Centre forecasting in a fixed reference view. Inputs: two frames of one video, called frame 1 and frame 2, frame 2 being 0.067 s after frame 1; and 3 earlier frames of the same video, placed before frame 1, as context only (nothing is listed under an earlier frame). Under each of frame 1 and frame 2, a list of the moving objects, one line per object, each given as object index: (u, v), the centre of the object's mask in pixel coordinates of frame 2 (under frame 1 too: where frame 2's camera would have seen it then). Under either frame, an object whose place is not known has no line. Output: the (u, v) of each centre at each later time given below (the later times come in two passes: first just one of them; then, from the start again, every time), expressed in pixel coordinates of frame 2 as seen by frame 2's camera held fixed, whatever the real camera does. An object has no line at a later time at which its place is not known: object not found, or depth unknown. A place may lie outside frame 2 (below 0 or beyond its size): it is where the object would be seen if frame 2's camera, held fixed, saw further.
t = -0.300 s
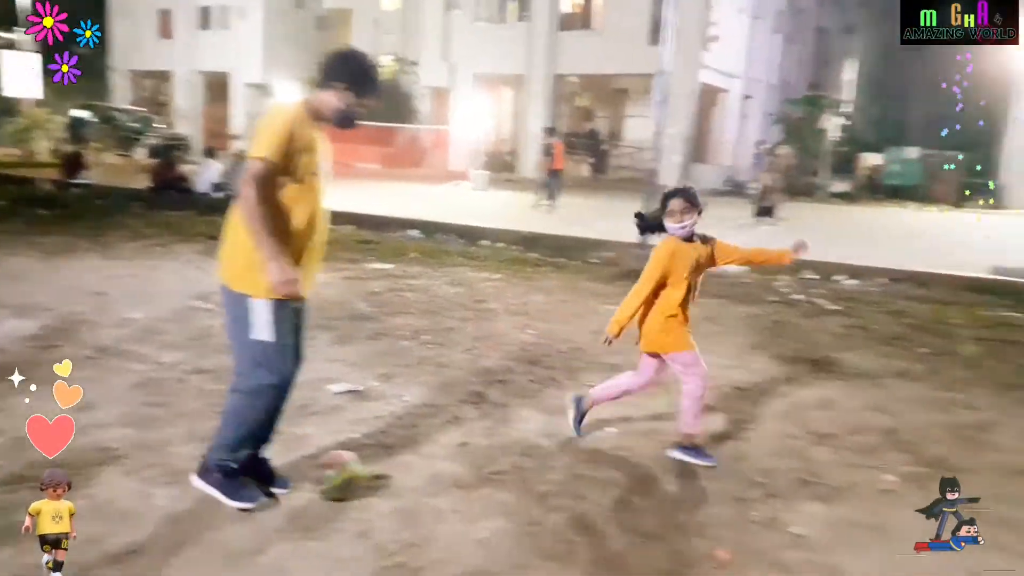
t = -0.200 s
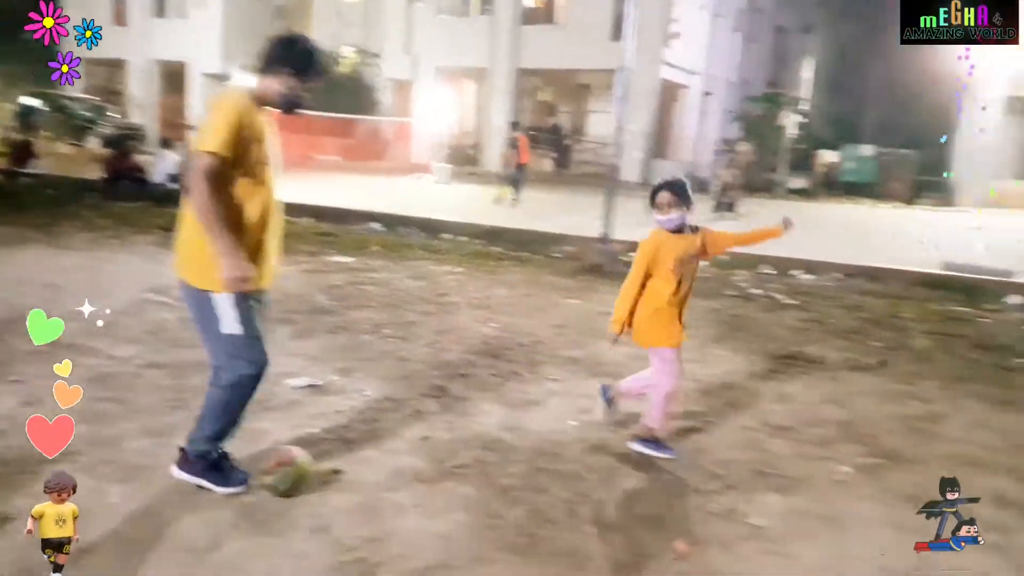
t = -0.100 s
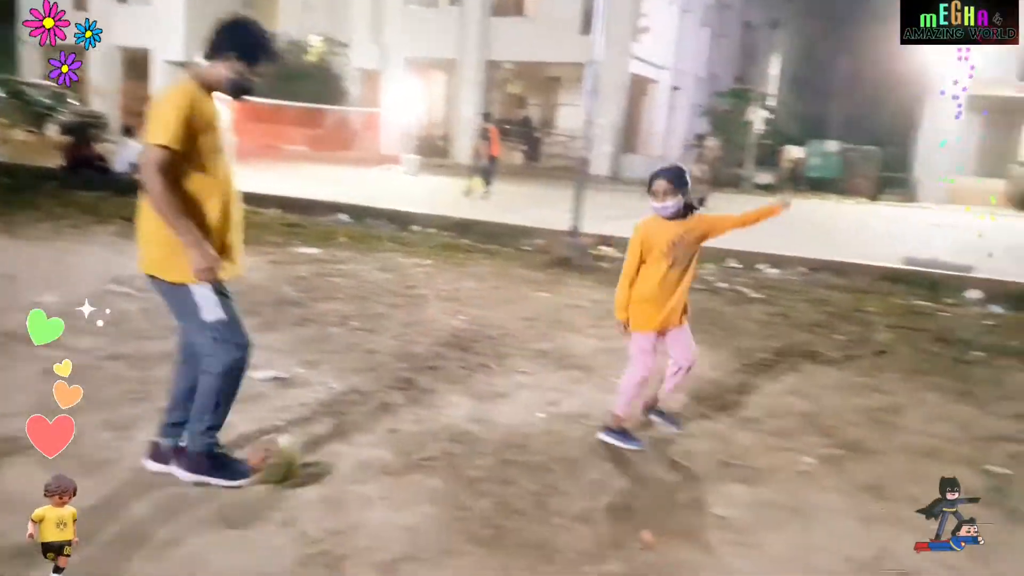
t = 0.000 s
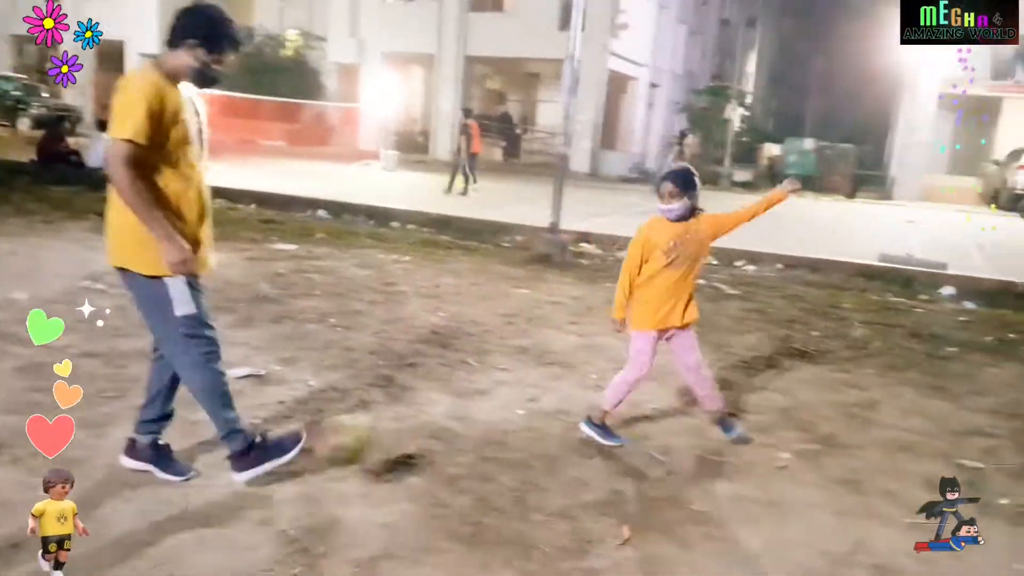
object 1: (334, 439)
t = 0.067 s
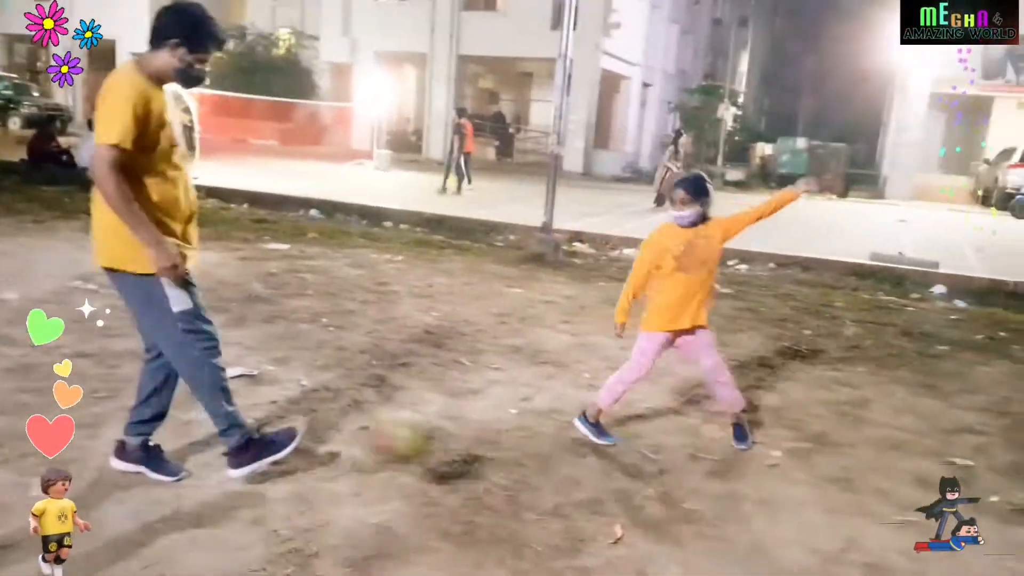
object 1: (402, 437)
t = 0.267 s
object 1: (593, 498)
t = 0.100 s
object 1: (438, 443)
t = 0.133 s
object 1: (472, 449)
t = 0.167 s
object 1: (513, 463)
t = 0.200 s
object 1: (538, 470)
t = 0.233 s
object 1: (566, 483)
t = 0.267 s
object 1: (593, 498)
